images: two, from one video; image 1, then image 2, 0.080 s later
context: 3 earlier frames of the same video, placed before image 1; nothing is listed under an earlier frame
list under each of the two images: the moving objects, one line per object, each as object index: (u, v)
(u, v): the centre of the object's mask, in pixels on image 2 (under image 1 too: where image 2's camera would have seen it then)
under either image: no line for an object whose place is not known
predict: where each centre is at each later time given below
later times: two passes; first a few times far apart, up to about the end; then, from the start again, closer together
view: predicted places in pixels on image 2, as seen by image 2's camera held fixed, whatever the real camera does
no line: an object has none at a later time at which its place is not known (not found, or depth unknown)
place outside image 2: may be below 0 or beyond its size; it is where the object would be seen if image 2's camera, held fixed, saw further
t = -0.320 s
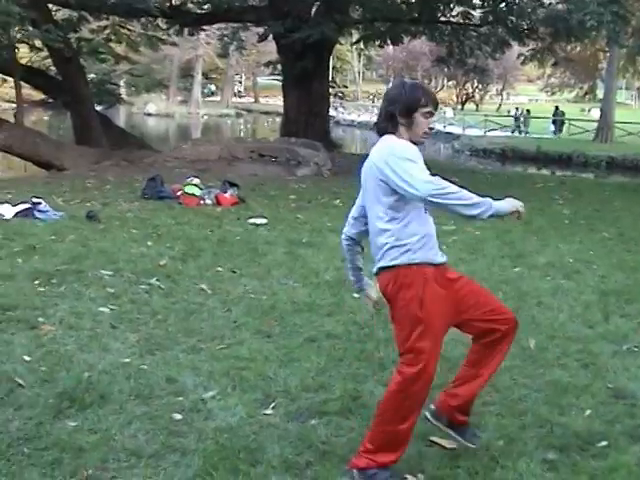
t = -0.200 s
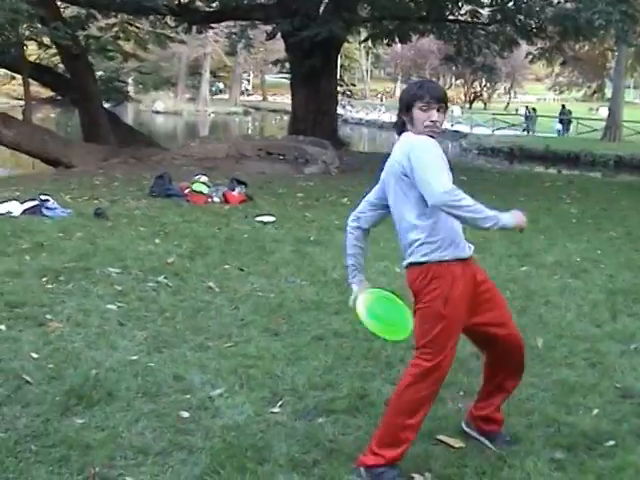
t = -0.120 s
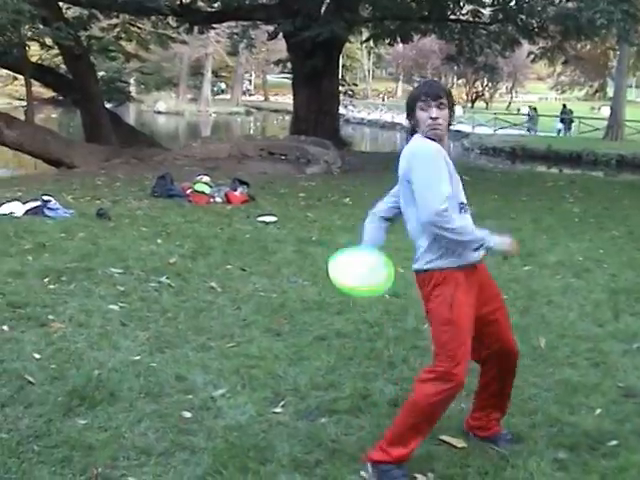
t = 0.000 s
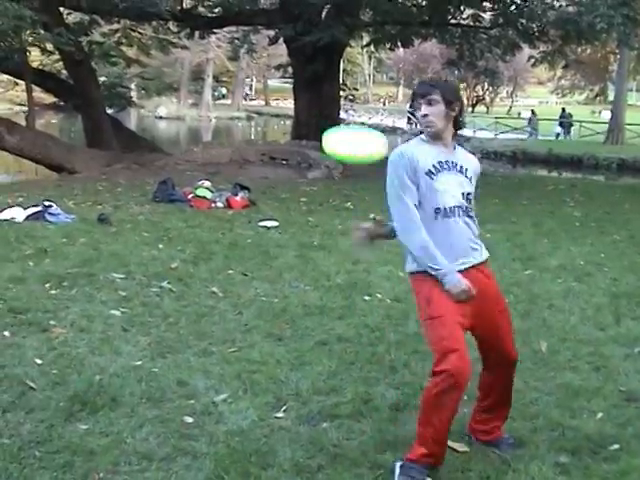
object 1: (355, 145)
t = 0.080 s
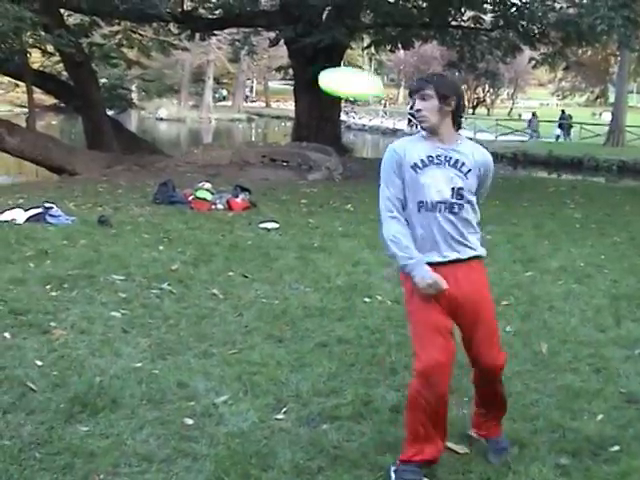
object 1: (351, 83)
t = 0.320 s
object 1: (333, 7)
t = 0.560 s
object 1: (313, 56)
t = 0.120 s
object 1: (347, 59)
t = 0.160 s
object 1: (345, 40)
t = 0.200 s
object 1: (342, 26)
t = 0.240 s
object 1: (338, 15)
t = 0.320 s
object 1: (333, 7)
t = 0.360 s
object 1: (329, 6)
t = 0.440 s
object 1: (323, 17)
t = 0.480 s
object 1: (319, 27)
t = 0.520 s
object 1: (317, 39)
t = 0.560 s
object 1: (313, 56)
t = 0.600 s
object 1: (310, 75)
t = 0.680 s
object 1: (303, 119)
